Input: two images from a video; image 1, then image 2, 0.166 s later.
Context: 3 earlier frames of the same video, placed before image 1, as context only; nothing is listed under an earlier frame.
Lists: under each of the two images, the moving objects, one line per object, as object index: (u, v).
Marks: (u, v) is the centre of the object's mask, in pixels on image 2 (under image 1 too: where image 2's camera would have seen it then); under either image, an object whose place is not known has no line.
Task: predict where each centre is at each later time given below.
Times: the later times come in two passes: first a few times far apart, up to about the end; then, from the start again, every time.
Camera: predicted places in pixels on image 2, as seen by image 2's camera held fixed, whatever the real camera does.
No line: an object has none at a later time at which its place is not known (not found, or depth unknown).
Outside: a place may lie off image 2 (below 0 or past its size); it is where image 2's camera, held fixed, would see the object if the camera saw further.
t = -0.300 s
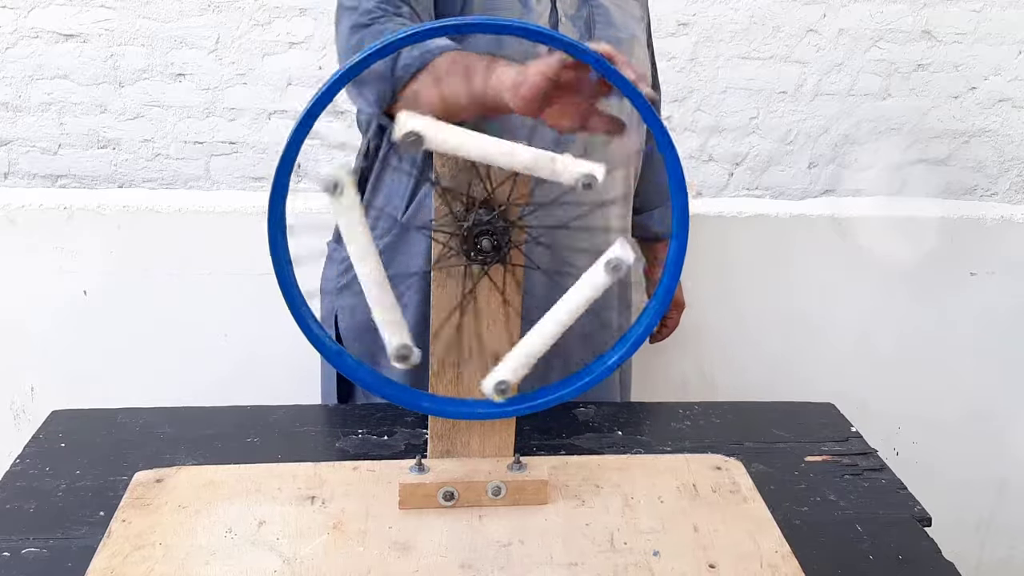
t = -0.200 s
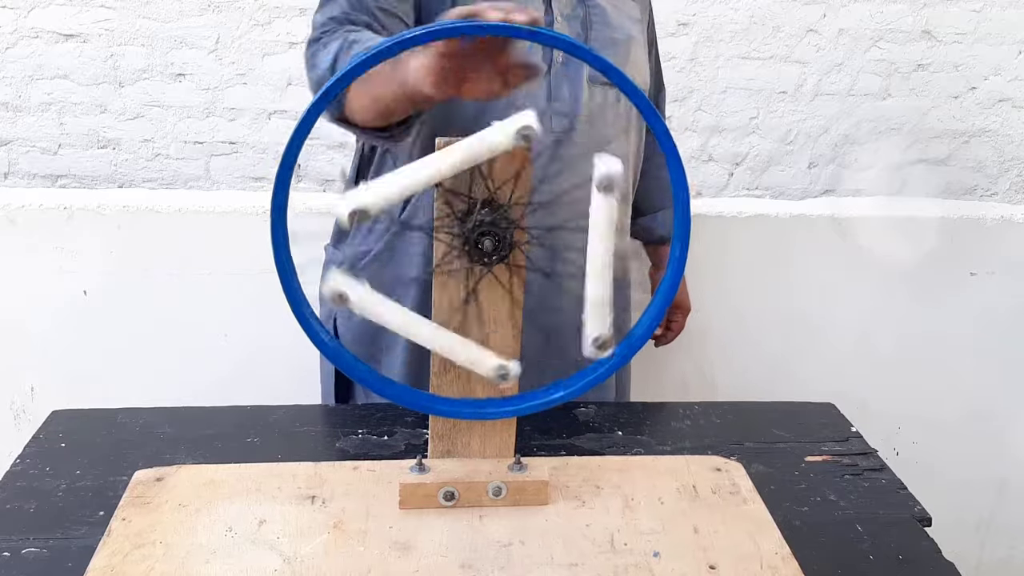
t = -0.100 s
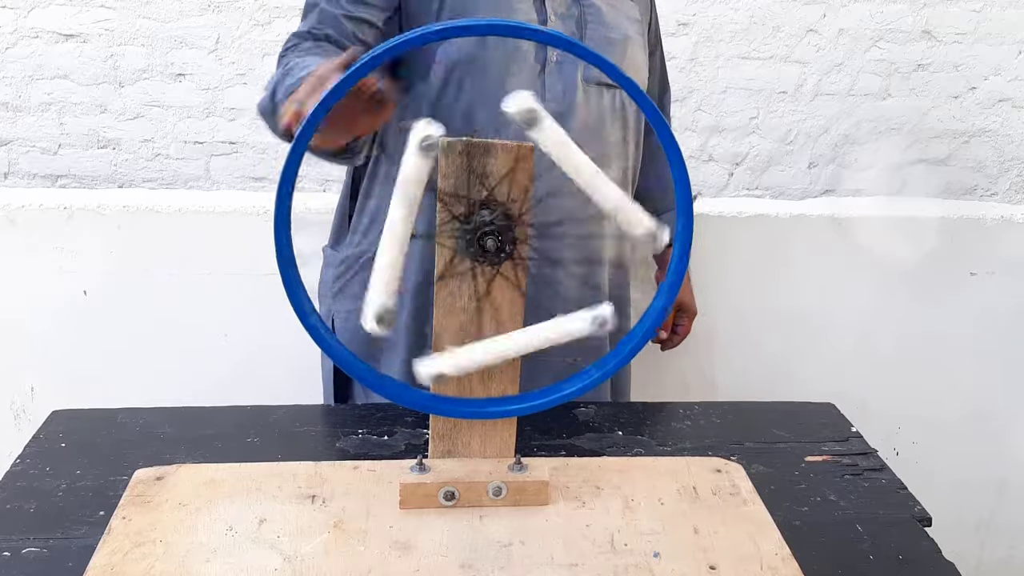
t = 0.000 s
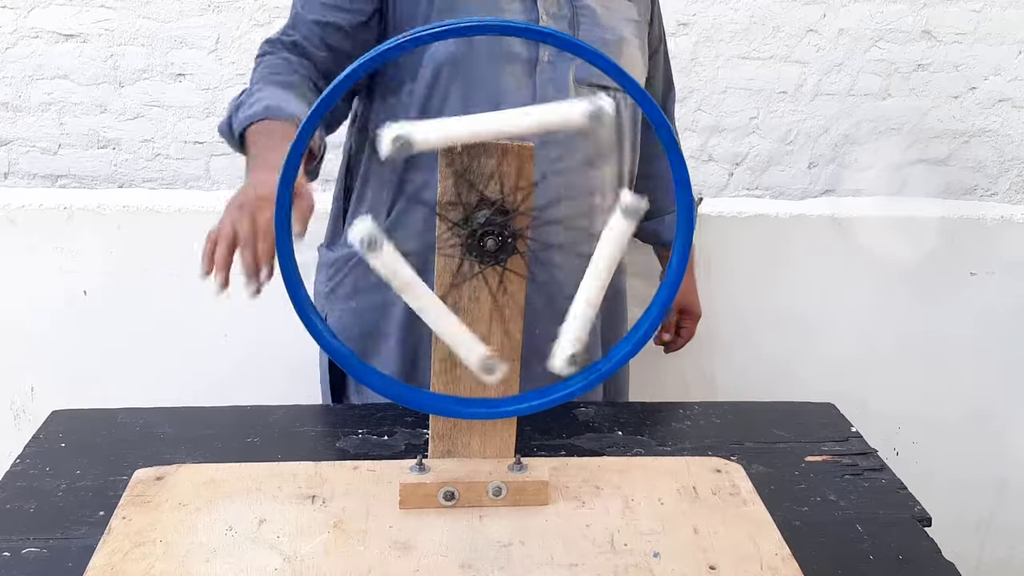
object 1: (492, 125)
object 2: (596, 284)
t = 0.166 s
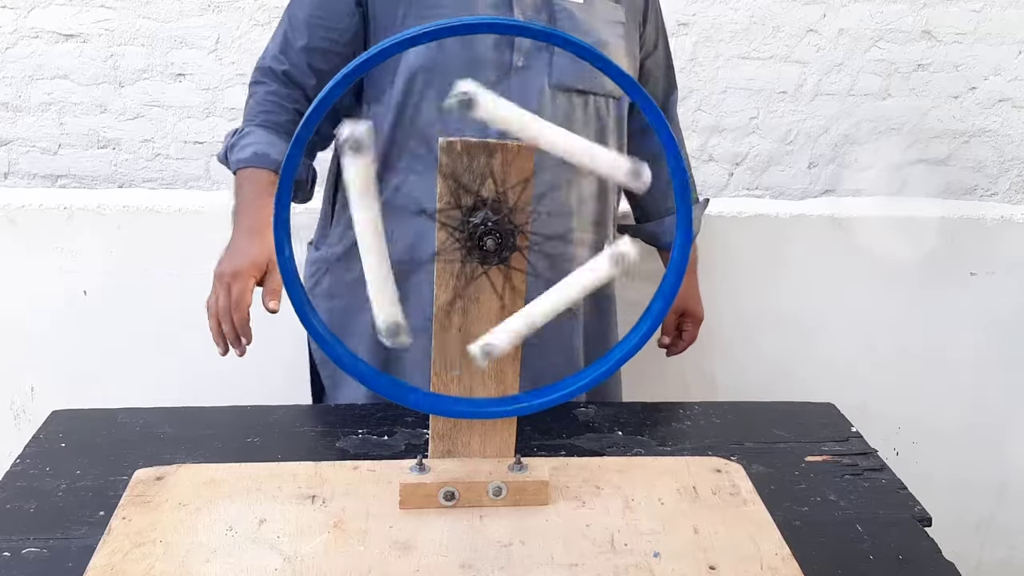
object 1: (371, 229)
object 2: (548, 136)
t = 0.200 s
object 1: (375, 266)
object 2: (514, 124)
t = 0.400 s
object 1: (551, 328)
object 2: (370, 250)
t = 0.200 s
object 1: (375, 266)
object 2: (514, 124)
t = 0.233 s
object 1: (389, 297)
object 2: (475, 123)
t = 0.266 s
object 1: (412, 323)
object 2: (441, 132)
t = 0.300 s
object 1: (443, 341)
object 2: (409, 152)
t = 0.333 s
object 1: (481, 347)
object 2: (385, 180)
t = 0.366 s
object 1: (517, 343)
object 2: (371, 213)
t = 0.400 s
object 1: (551, 328)
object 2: (370, 250)
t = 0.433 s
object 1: (579, 305)
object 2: (380, 284)
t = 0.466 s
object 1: (597, 276)
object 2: (402, 314)
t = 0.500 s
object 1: (605, 241)
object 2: (431, 335)
